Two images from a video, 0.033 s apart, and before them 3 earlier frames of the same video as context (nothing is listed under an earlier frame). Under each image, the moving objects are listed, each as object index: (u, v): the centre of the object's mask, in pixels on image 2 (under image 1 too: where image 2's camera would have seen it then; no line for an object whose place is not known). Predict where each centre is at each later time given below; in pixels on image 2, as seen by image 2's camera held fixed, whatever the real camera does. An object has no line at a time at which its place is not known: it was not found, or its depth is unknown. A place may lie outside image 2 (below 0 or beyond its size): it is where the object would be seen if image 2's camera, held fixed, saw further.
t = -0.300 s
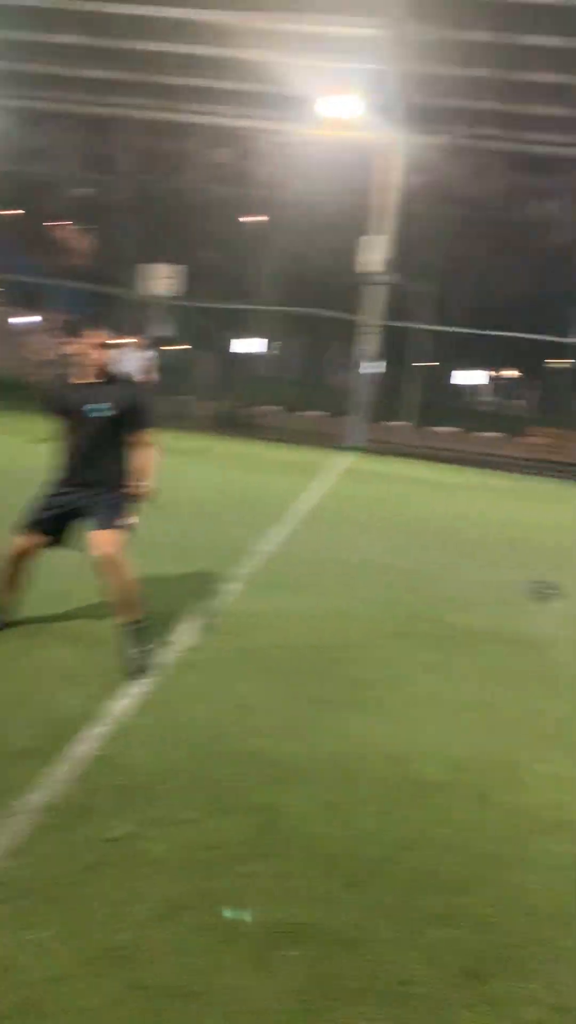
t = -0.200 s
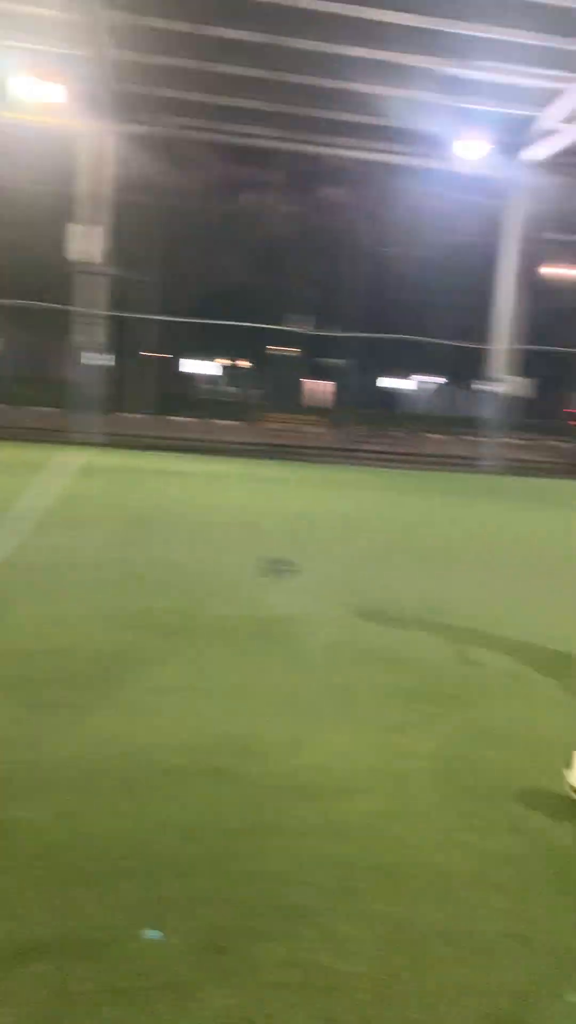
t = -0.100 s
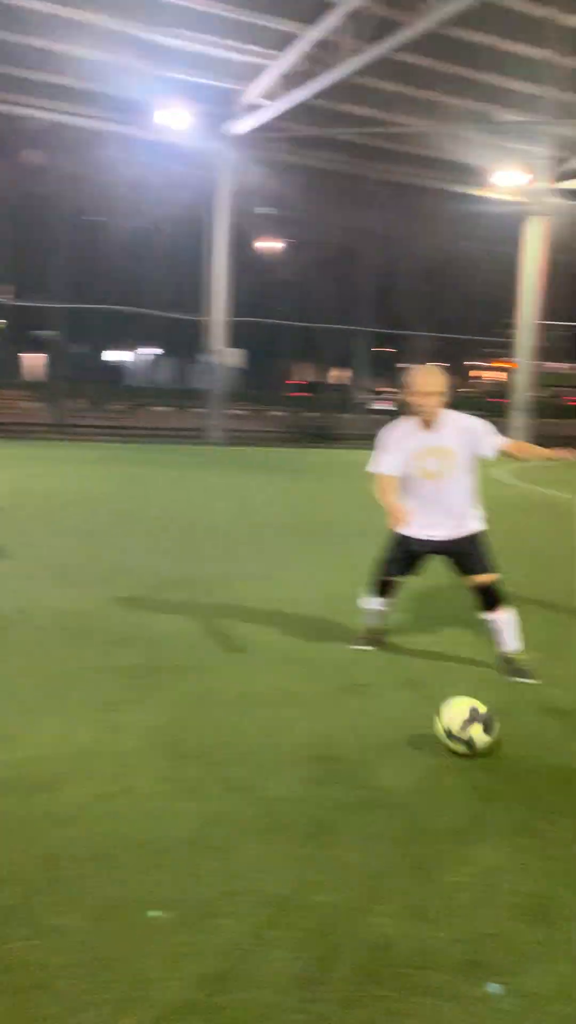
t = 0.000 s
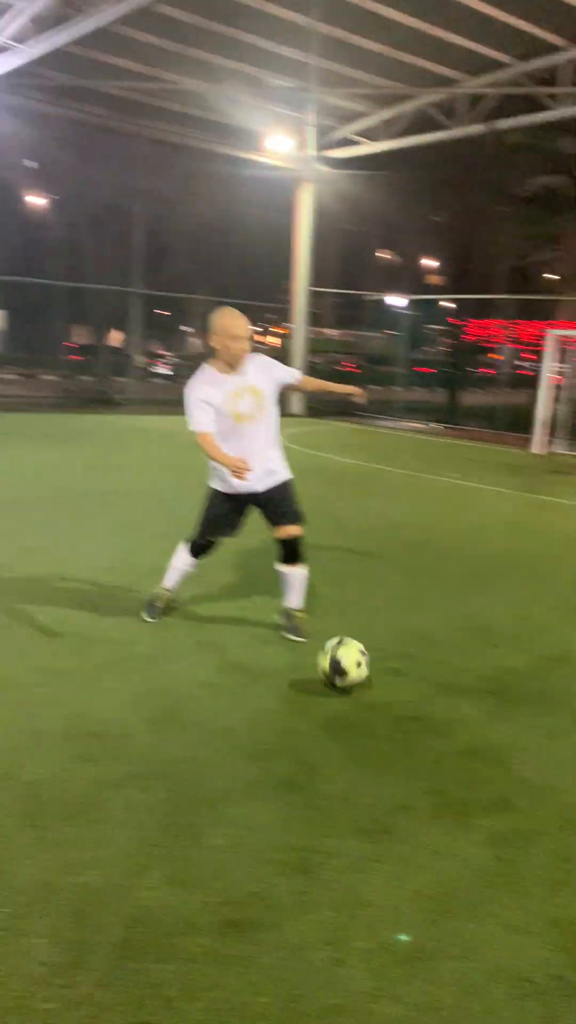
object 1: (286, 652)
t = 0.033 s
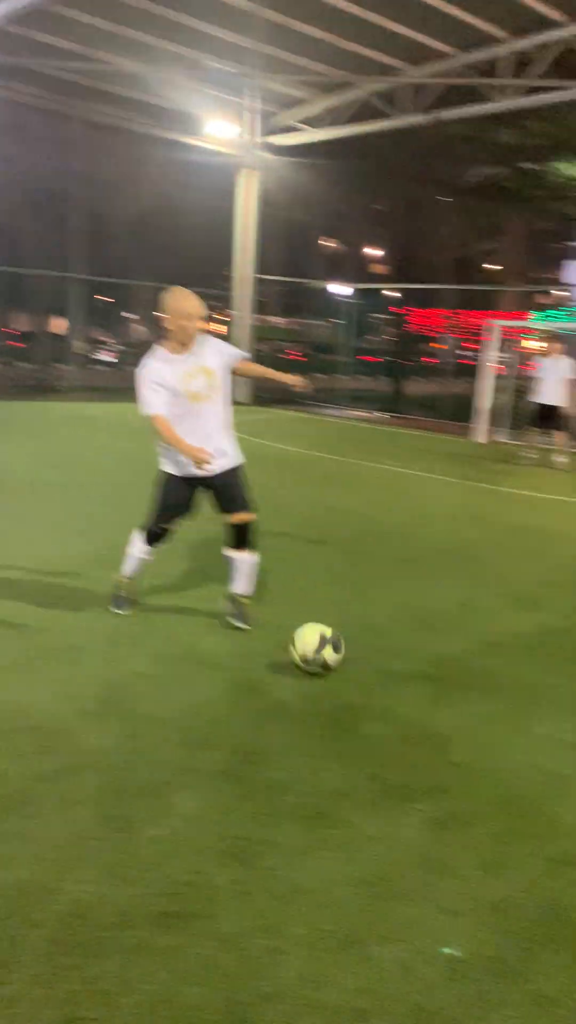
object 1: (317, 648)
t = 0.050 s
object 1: (330, 647)
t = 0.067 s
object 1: (344, 643)
